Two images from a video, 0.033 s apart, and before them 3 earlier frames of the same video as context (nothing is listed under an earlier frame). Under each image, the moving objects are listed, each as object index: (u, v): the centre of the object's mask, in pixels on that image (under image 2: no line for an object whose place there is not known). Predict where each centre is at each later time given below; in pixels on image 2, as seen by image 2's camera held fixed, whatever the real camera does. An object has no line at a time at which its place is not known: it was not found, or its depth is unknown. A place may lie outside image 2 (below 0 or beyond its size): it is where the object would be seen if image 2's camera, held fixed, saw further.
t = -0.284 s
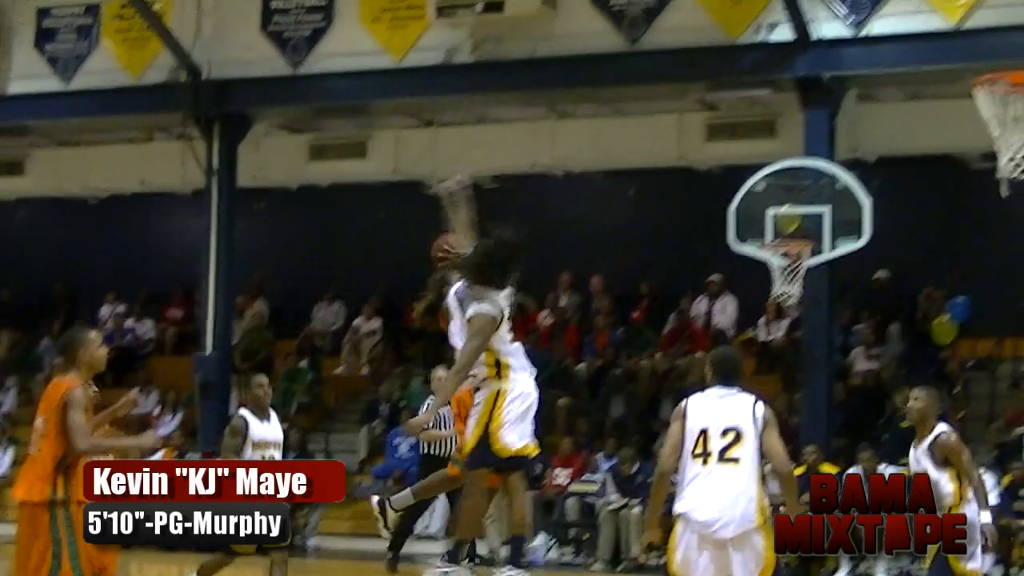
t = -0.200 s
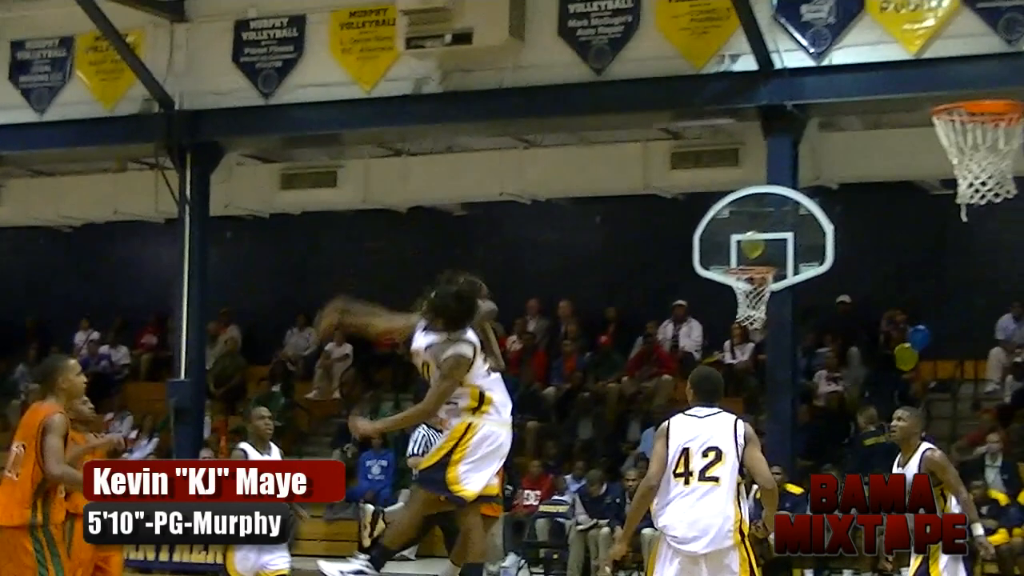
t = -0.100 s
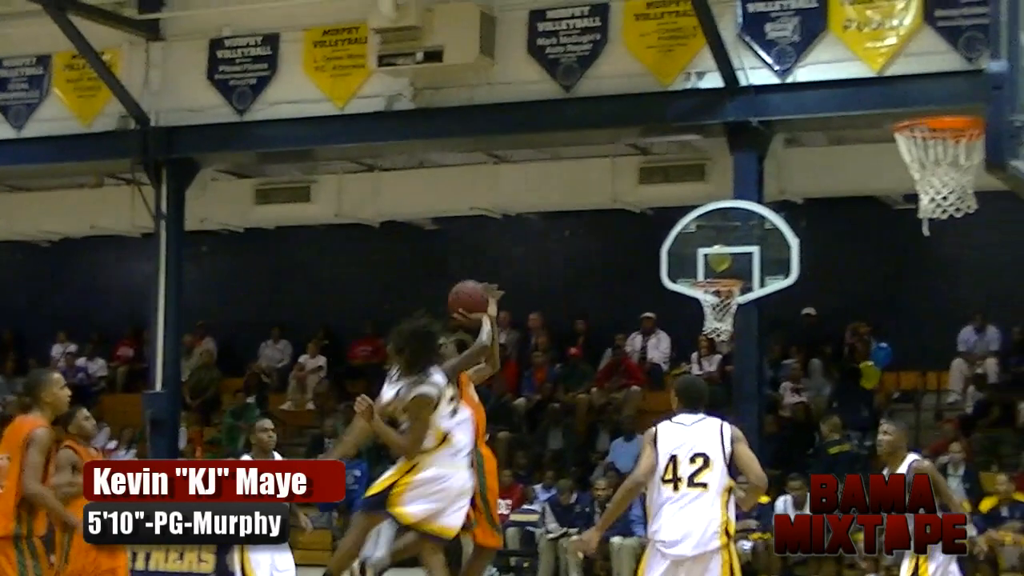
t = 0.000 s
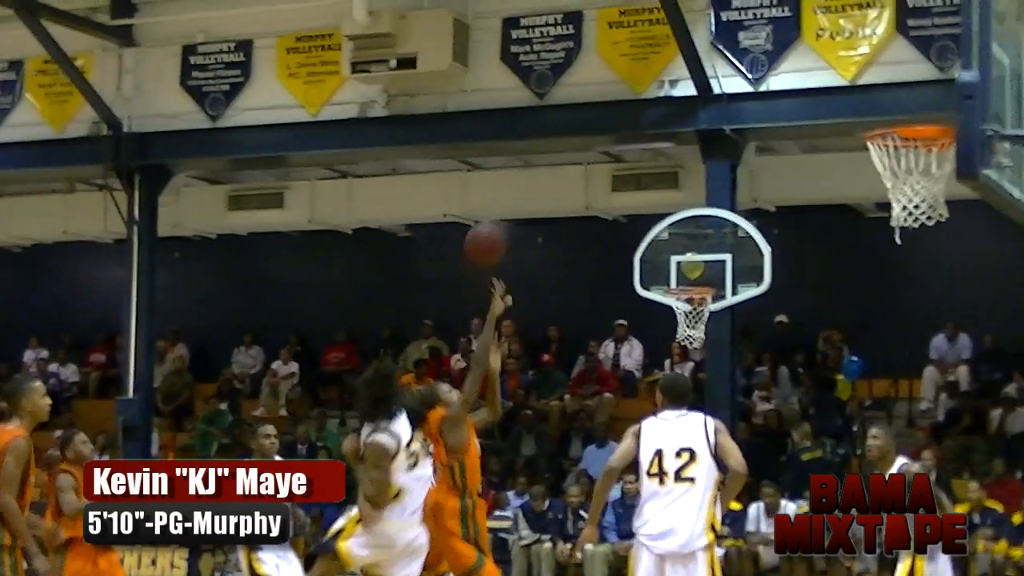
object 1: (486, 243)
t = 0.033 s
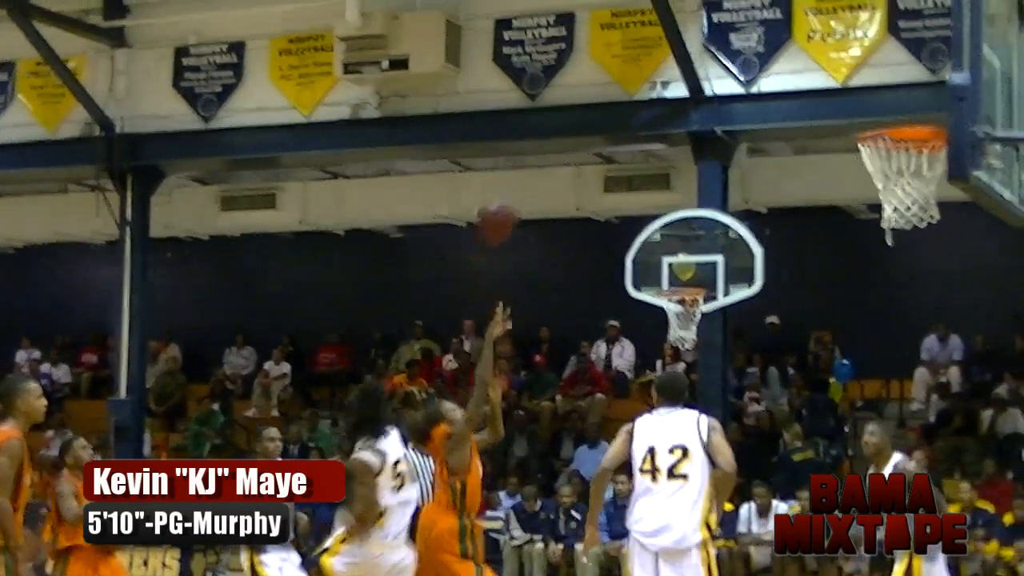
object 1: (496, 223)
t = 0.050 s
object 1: (507, 209)
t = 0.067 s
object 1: (516, 197)
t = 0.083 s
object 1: (525, 184)
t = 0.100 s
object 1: (533, 175)
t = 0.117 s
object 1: (542, 165)
